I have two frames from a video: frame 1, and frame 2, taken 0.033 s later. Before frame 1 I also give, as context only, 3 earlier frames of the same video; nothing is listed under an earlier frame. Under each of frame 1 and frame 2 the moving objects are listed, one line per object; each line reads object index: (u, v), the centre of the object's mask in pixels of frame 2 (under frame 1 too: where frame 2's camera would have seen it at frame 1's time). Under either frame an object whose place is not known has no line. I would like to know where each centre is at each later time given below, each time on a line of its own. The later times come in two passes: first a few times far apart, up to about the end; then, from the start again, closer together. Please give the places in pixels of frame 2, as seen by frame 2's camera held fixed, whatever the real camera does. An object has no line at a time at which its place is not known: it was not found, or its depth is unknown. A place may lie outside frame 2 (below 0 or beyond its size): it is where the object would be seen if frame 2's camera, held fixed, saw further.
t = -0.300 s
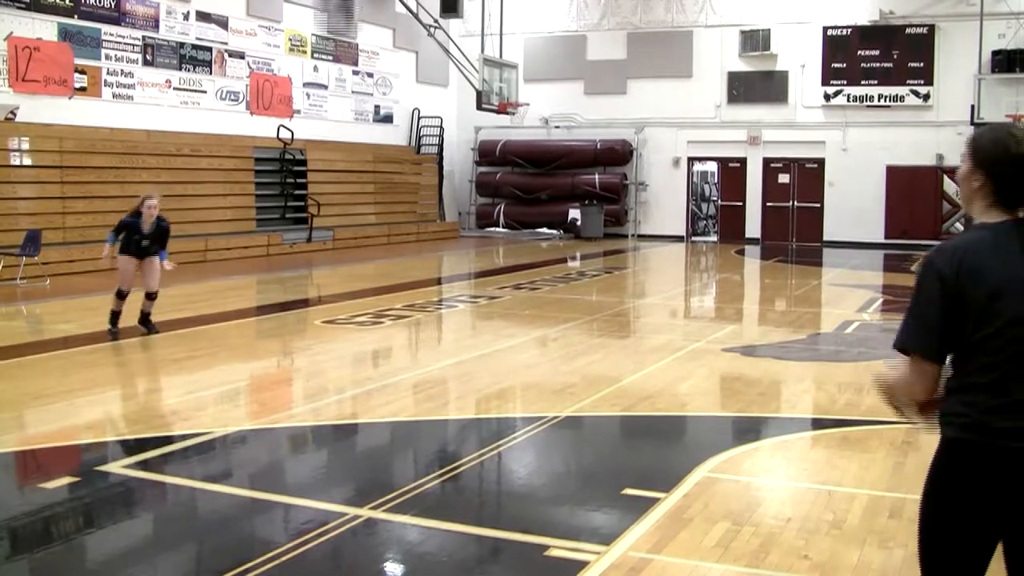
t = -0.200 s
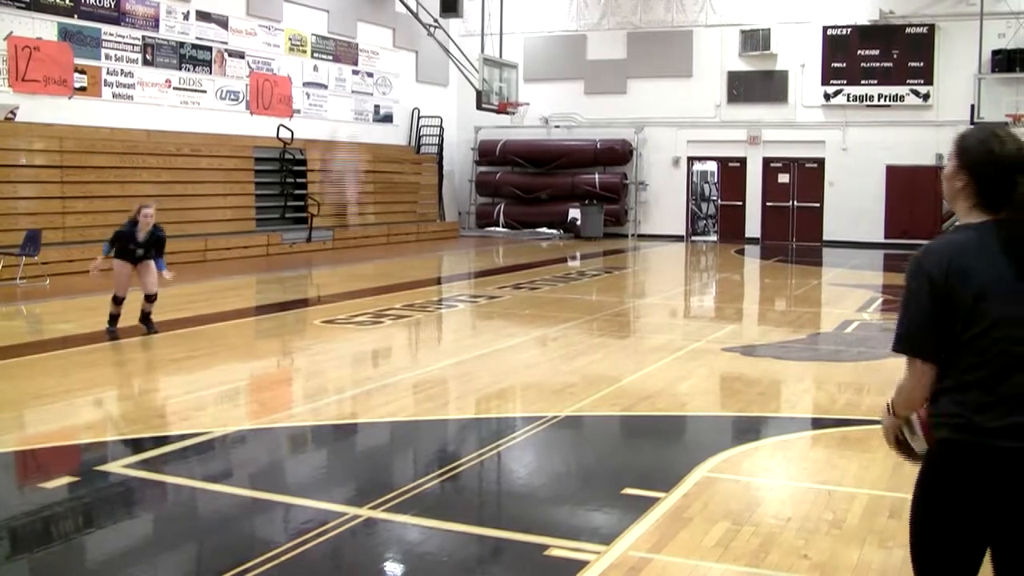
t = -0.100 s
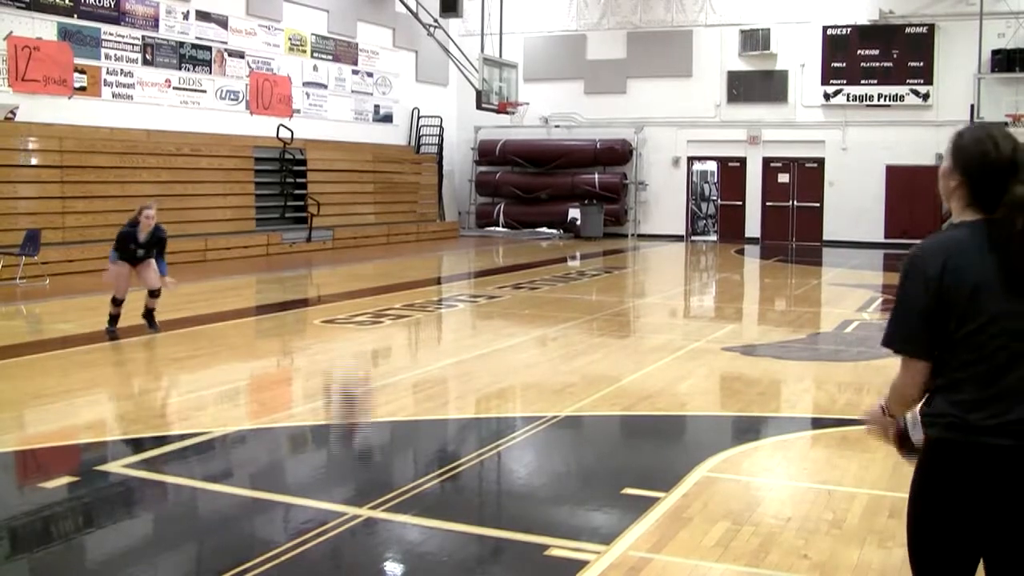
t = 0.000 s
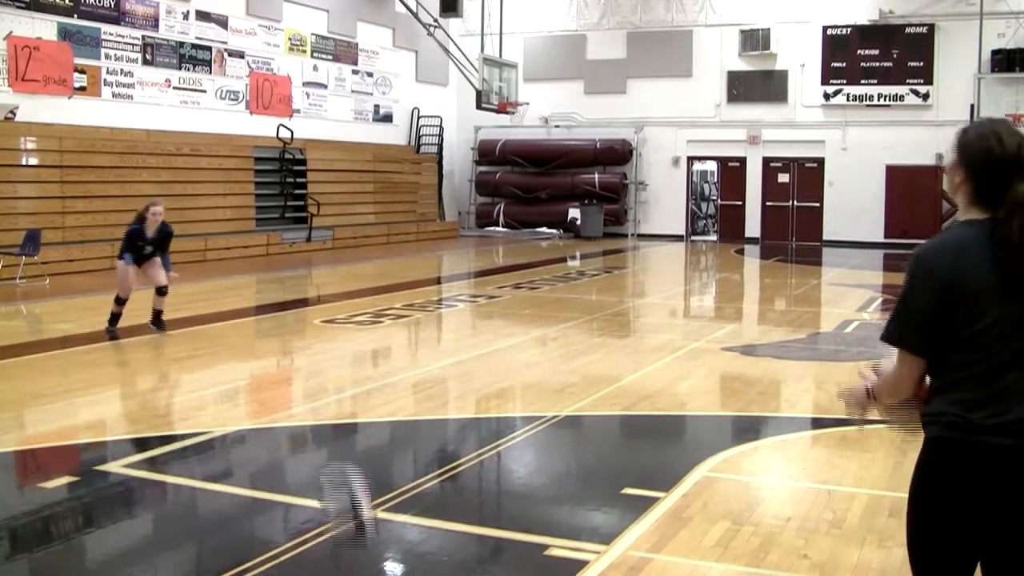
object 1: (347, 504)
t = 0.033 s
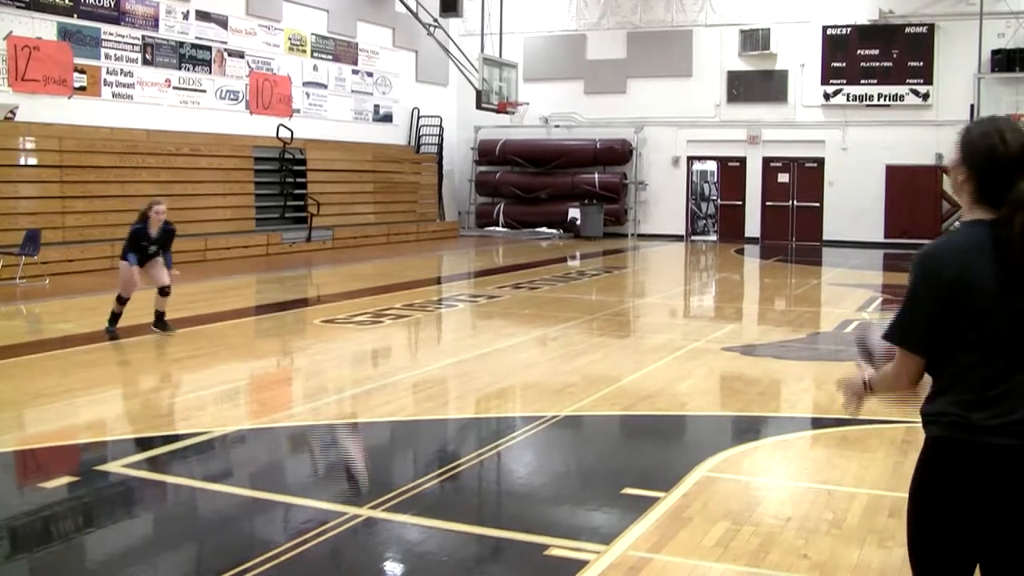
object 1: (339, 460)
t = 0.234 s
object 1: (293, 216)
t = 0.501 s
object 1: (232, 51)
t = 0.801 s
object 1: (156, 102)
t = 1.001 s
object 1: (108, 293)
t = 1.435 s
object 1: (22, 416)
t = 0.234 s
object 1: (293, 216)
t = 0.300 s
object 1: (279, 160)
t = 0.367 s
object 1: (262, 109)
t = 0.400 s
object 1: (254, 92)
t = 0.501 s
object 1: (232, 51)
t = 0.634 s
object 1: (199, 39)
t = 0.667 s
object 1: (191, 44)
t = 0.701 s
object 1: (187, 52)
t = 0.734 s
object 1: (173, 67)
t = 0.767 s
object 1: (165, 83)
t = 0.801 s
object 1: (156, 102)
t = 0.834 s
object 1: (149, 122)
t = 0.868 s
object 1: (139, 148)
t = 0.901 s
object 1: (131, 179)
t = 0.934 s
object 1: (123, 213)
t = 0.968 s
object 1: (116, 251)
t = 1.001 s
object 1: (108, 293)
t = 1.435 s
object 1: (22, 416)
